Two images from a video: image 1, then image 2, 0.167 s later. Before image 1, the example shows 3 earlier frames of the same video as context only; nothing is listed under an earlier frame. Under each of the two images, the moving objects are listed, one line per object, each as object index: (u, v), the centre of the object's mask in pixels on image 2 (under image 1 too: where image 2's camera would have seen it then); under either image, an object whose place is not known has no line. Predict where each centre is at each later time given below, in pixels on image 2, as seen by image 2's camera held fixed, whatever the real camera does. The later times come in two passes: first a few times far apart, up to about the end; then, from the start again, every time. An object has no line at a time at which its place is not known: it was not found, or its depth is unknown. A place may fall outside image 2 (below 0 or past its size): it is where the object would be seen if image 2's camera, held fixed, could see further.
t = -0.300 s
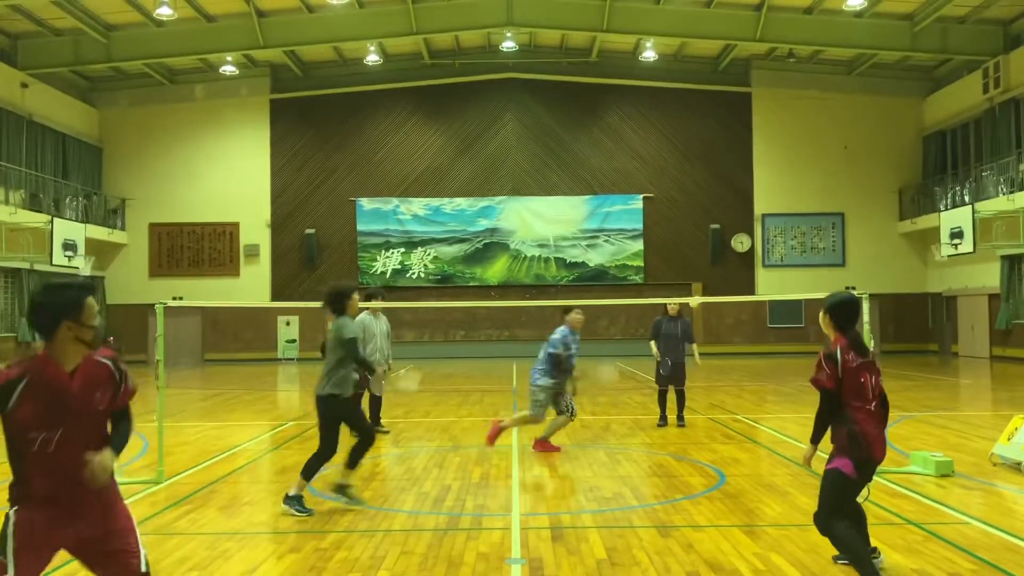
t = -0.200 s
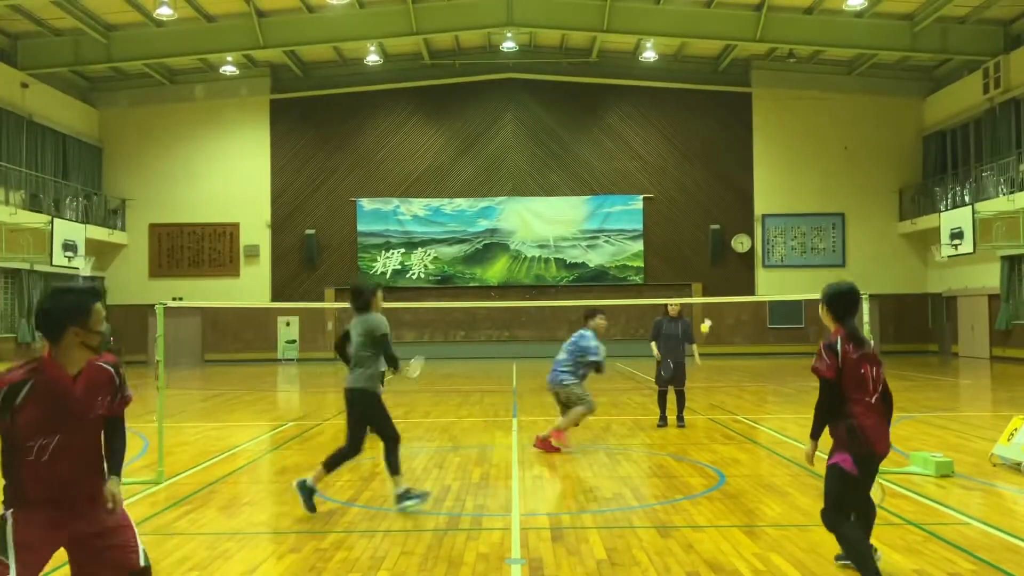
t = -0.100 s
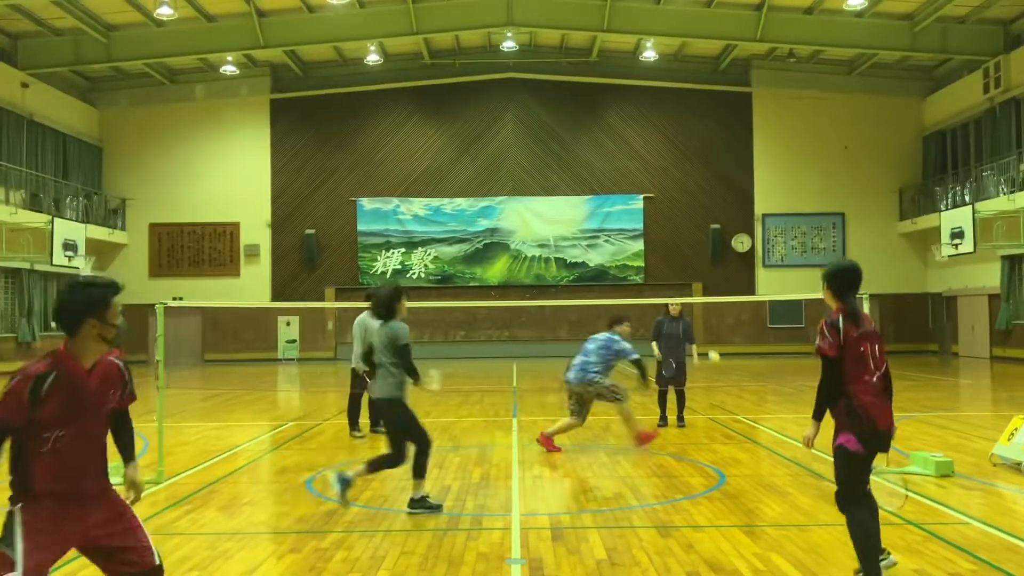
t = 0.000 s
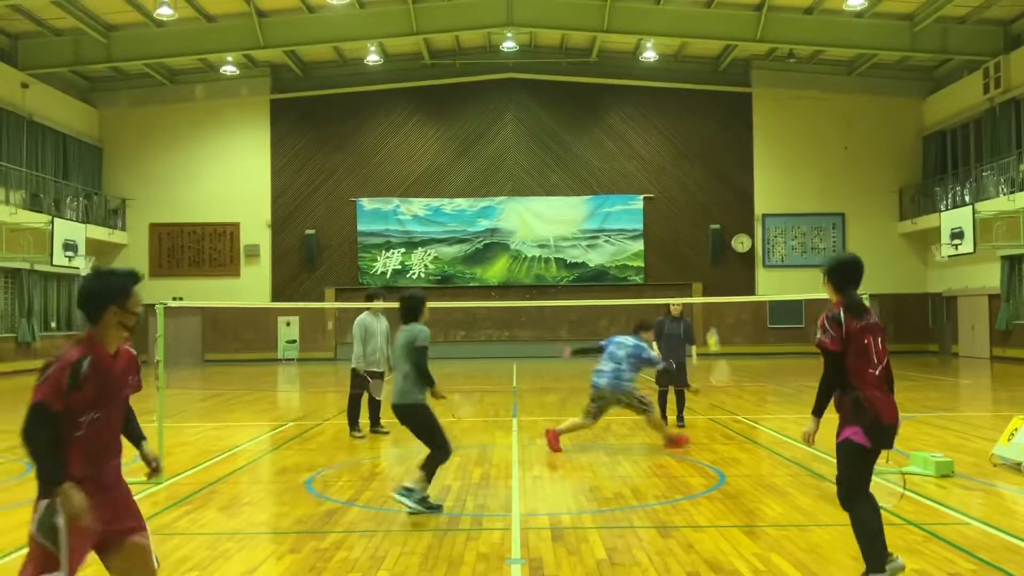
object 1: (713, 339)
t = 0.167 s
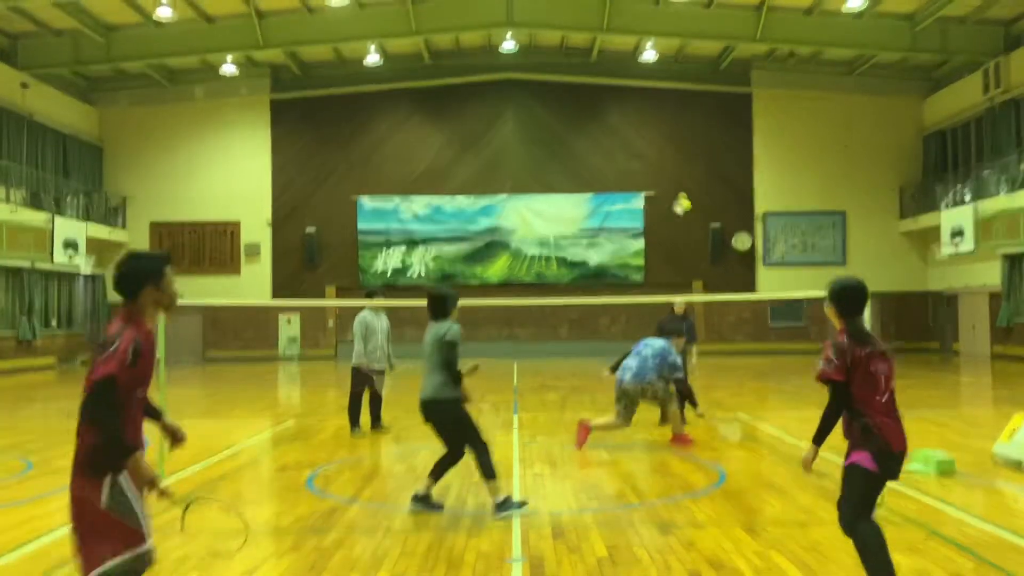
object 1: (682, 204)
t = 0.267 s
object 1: (666, 138)
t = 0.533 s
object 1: (615, 40)
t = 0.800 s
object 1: (565, 63)
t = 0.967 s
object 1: (527, 151)
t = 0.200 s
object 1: (676, 185)
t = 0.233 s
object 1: (672, 160)
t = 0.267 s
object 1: (666, 138)
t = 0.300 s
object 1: (660, 121)
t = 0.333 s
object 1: (653, 104)
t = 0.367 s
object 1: (647, 89)
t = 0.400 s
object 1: (641, 77)
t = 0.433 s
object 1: (635, 66)
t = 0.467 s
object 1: (627, 58)
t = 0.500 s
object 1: (620, 47)
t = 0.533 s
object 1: (615, 40)
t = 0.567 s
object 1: (609, 36)
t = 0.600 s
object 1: (603, 34)
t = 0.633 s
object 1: (597, 33)
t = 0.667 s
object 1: (588, 39)
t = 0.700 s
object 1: (582, 41)
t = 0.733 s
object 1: (577, 46)
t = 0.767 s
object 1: (571, 53)
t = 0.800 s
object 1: (565, 63)
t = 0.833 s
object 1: (560, 73)
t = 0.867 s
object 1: (551, 89)
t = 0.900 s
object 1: (543, 108)
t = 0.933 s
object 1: (536, 129)
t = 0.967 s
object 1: (527, 151)
